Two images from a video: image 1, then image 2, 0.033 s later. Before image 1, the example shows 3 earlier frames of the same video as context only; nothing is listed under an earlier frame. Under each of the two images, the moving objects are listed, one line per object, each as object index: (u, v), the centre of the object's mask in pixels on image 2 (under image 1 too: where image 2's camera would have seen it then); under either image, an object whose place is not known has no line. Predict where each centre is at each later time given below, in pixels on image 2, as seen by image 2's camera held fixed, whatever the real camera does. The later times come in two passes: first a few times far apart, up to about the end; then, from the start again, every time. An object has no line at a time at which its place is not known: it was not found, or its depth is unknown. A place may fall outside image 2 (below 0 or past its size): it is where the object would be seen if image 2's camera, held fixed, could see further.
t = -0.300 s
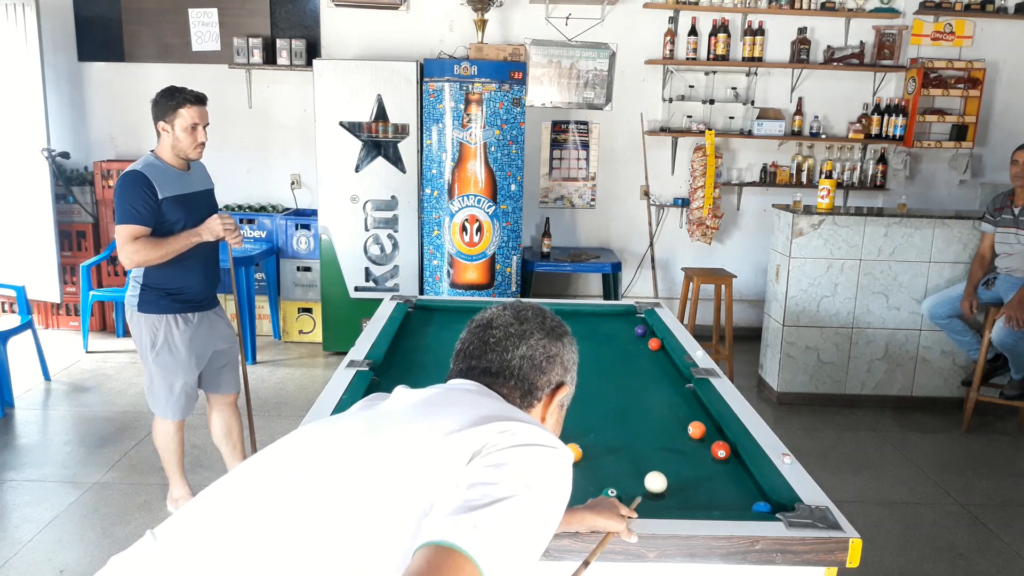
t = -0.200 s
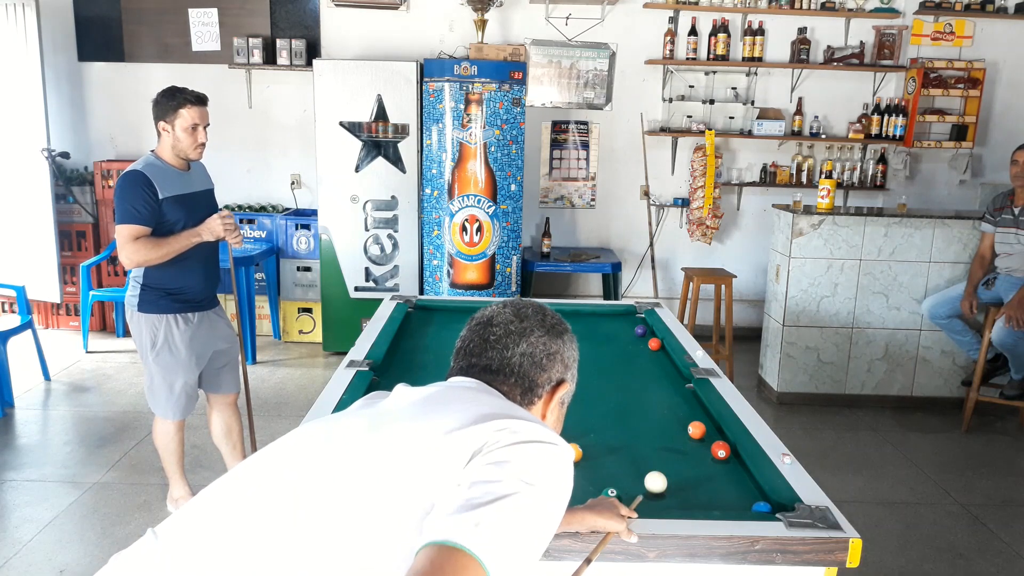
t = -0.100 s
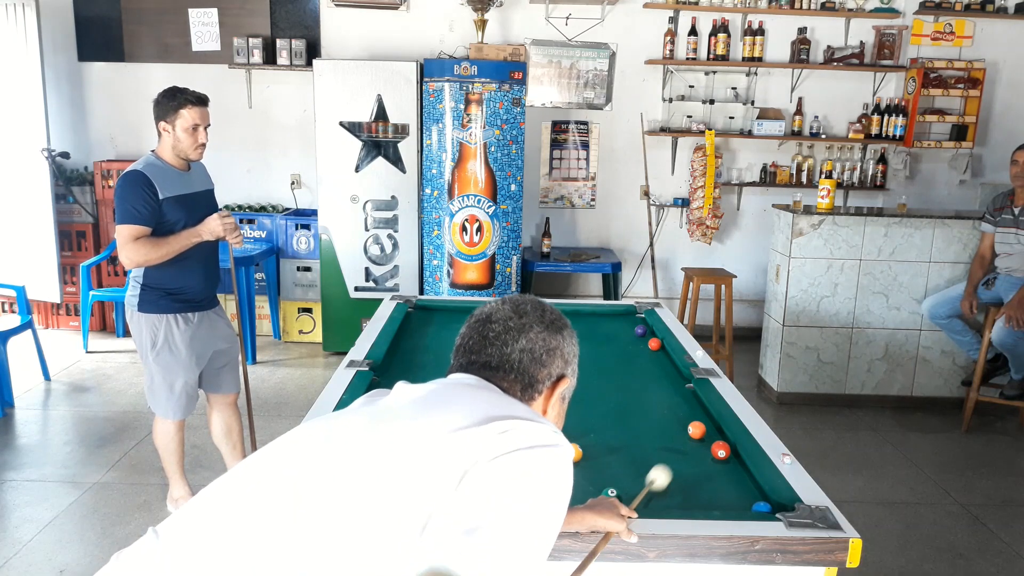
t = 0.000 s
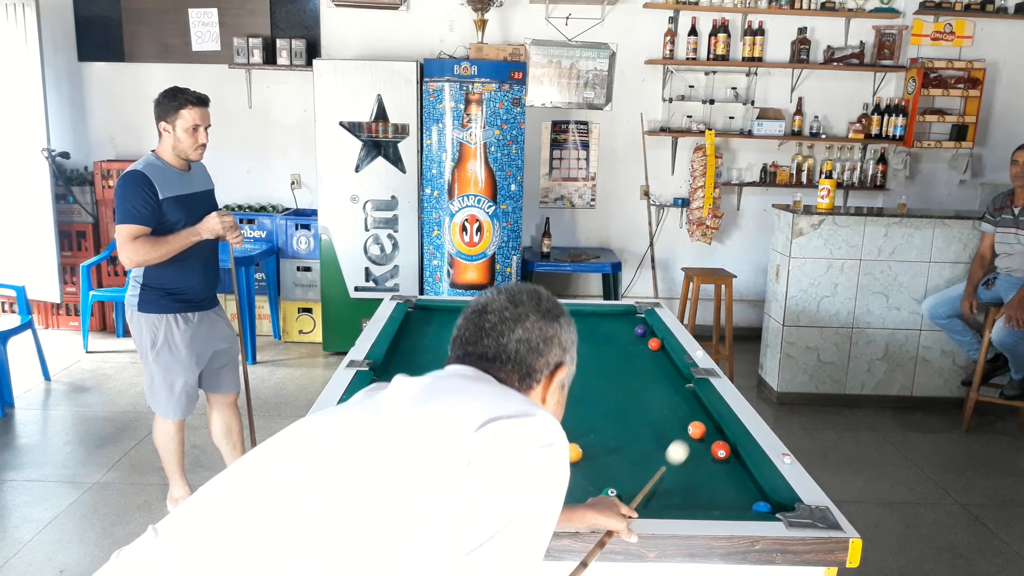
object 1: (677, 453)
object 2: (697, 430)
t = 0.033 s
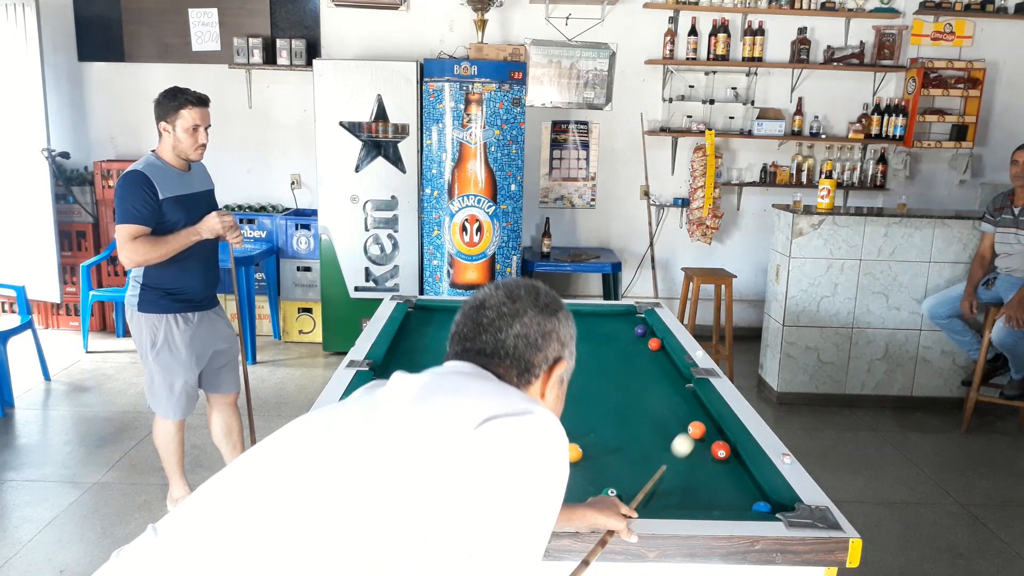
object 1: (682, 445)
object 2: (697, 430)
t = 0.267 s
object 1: (684, 425)
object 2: (684, 410)
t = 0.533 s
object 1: (680, 408)
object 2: (639, 394)
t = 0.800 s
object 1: (677, 394)
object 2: (601, 380)
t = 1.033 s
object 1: (674, 384)
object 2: (572, 369)
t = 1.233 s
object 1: (671, 376)
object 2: (549, 361)
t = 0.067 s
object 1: (686, 440)
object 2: (698, 429)
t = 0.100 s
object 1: (689, 434)
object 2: (702, 426)
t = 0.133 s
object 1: (687, 433)
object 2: (706, 422)
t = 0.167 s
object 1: (686, 431)
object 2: (705, 419)
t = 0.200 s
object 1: (685, 429)
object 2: (697, 416)
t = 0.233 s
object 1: (684, 427)
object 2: (690, 413)
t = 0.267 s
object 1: (684, 425)
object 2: (684, 410)
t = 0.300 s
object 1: (683, 422)
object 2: (678, 407)
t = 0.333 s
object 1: (683, 421)
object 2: (672, 406)
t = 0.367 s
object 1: (682, 418)
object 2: (666, 404)
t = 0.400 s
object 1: (682, 416)
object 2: (660, 402)
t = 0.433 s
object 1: (682, 414)
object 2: (655, 400)
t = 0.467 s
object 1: (681, 412)
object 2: (650, 398)
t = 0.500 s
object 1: (681, 410)
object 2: (644, 396)
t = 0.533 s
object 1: (680, 408)
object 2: (639, 394)
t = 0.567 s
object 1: (680, 406)
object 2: (634, 392)
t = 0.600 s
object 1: (680, 405)
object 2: (629, 390)
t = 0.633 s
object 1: (679, 402)
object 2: (624, 388)
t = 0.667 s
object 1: (679, 401)
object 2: (619, 387)
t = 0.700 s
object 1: (678, 399)
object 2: (614, 385)
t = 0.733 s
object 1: (678, 398)
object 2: (610, 383)
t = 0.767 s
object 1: (677, 396)
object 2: (605, 381)
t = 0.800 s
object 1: (677, 394)
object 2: (601, 380)
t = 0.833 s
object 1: (677, 392)
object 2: (596, 378)
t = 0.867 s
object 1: (676, 391)
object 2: (592, 376)
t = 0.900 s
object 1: (676, 390)
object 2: (588, 375)
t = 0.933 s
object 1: (676, 388)
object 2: (584, 373)
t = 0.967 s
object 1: (675, 387)
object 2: (580, 372)
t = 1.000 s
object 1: (674, 385)
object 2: (576, 370)
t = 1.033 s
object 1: (674, 384)
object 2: (572, 369)
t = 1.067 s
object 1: (674, 382)
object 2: (568, 367)
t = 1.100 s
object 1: (673, 381)
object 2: (564, 366)
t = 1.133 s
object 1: (673, 380)
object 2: (560, 365)
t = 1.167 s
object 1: (672, 378)
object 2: (557, 363)
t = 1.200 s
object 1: (672, 377)
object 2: (553, 362)
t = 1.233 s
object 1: (671, 376)
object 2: (549, 361)
